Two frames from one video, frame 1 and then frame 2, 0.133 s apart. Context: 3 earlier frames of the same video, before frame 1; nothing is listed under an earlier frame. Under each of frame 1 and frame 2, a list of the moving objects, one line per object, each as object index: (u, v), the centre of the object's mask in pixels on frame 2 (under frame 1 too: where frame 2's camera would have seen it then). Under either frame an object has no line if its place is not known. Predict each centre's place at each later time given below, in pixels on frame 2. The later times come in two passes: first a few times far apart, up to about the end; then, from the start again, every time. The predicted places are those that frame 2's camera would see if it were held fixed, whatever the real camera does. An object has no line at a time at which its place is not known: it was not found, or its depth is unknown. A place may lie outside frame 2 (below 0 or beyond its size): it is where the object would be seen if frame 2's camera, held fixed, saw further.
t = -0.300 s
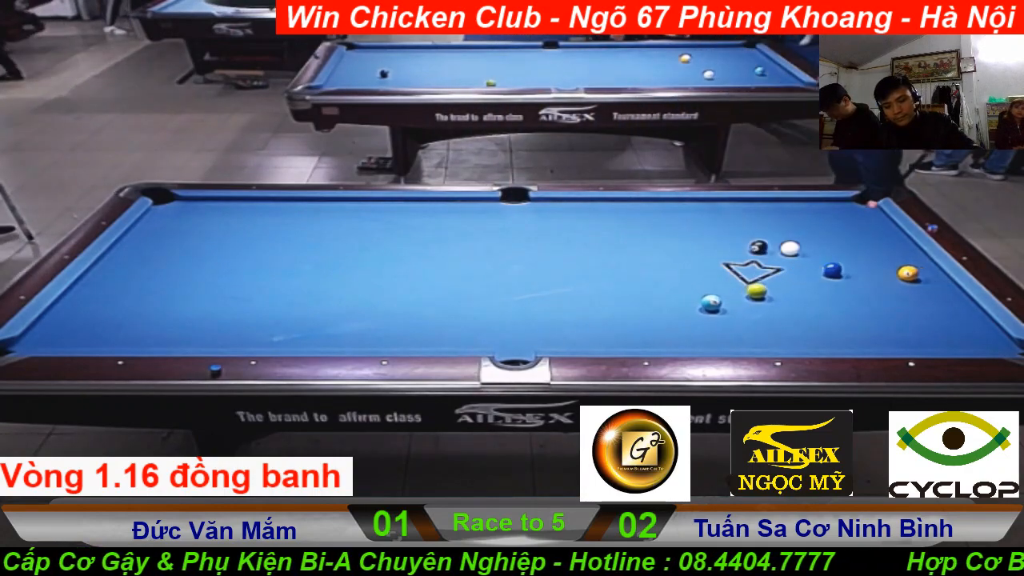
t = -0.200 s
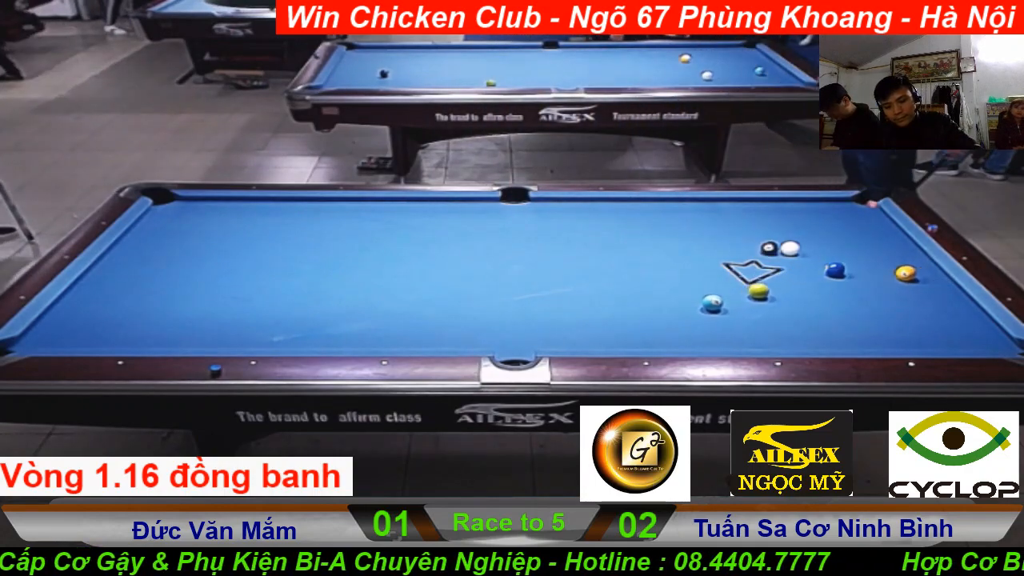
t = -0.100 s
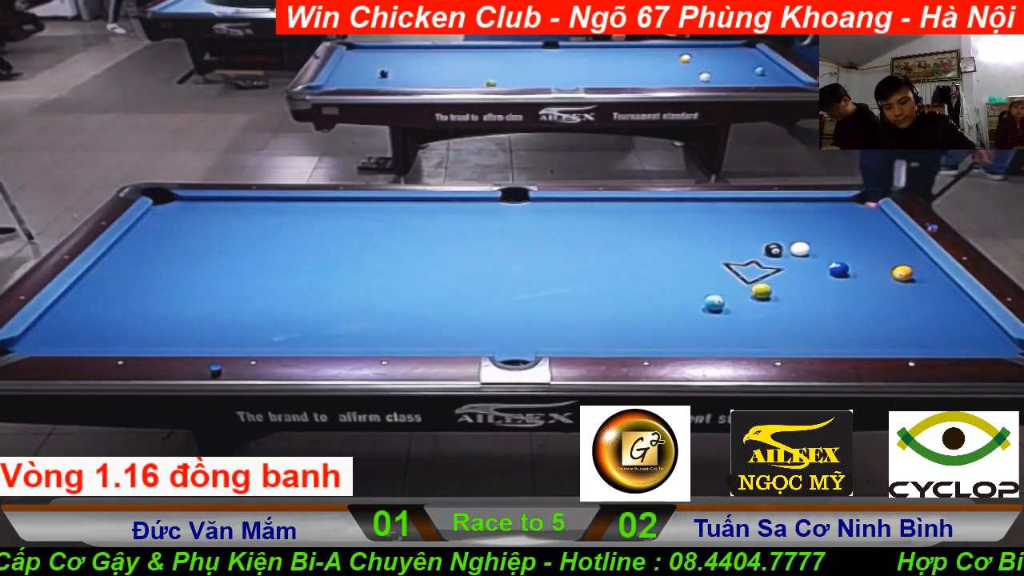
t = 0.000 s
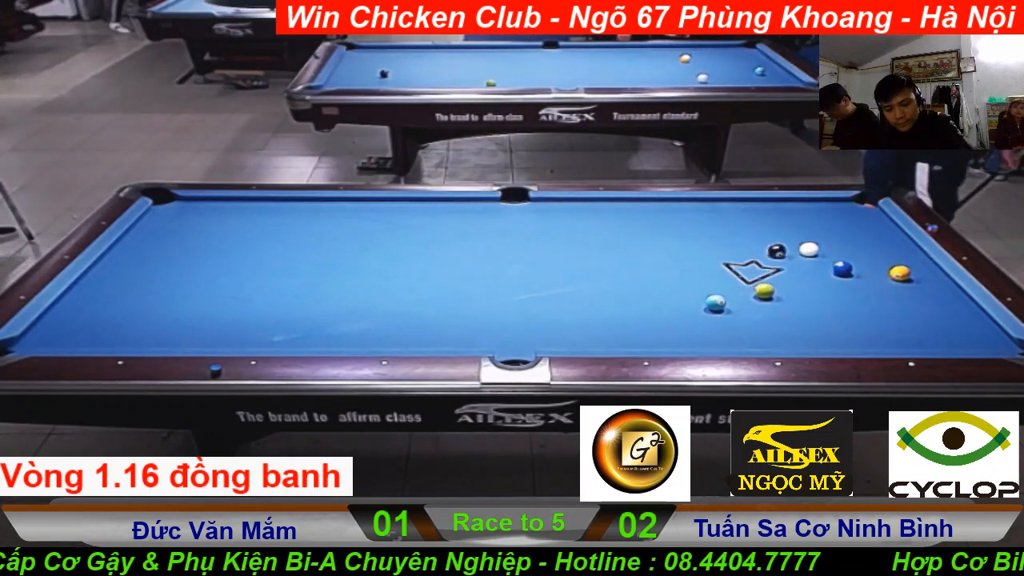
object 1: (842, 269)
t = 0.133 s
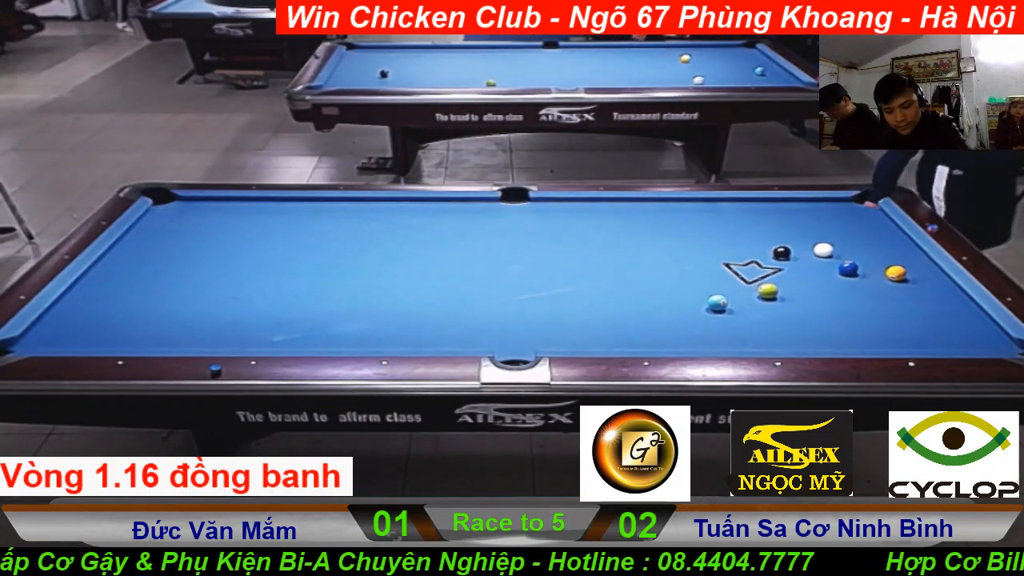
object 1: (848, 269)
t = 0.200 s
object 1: (850, 269)
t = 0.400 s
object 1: (855, 268)
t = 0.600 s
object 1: (861, 269)
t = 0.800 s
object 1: (863, 269)
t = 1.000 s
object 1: (866, 269)
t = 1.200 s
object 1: (867, 269)
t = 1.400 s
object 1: (868, 269)
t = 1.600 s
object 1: (867, 269)
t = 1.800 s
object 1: (867, 269)
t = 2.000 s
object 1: (867, 269)
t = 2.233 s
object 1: (868, 268)
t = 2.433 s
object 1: (868, 269)
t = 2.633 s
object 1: (867, 269)
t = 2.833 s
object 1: (867, 269)
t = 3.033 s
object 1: (868, 269)
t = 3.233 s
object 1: (867, 269)
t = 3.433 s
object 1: (867, 269)
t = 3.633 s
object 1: (867, 269)
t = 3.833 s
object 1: (867, 269)
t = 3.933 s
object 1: (867, 269)
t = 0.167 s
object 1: (849, 269)
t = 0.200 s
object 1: (850, 269)
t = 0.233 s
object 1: (850, 269)
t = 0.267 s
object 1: (851, 269)
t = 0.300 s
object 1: (852, 269)
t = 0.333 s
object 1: (853, 269)
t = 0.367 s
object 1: (854, 268)
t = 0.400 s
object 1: (855, 268)
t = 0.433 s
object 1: (856, 268)
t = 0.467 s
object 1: (857, 268)
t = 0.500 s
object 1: (858, 268)
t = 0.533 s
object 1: (859, 269)
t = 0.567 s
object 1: (860, 269)
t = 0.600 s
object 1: (861, 269)
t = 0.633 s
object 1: (860, 269)
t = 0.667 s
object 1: (861, 269)
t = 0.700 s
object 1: (862, 268)
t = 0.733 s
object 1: (863, 269)
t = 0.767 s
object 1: (863, 269)
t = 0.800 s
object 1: (863, 269)
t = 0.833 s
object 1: (864, 269)
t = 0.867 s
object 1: (865, 269)
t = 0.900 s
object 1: (865, 269)
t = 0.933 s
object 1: (866, 269)
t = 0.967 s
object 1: (866, 269)
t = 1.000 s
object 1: (866, 269)
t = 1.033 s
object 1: (867, 269)
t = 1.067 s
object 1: (867, 269)
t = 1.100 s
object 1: (867, 269)
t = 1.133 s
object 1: (867, 269)
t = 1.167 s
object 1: (867, 269)
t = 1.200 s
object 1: (867, 269)
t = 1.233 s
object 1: (868, 269)
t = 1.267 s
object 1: (868, 269)
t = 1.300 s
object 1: (868, 269)
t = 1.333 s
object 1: (868, 269)
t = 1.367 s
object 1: (868, 269)
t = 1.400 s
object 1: (868, 269)
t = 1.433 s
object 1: (868, 269)
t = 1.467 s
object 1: (868, 269)
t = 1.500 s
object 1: (867, 269)
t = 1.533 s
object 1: (867, 269)
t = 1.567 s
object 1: (867, 269)
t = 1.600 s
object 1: (867, 269)
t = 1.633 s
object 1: (867, 269)
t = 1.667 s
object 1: (867, 269)
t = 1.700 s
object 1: (867, 269)
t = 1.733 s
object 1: (867, 269)
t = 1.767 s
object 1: (867, 269)
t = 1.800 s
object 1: (867, 269)
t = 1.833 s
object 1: (867, 269)
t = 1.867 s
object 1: (867, 269)
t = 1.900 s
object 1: (867, 269)
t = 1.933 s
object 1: (867, 269)
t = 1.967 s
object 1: (867, 269)
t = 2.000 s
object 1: (867, 269)
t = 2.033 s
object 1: (867, 269)
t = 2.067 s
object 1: (867, 269)
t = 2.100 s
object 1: (867, 269)
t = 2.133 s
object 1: (867, 269)
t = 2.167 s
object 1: (867, 271)
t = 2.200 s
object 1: (868, 266)
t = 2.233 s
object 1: (868, 268)
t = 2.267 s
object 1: (868, 269)
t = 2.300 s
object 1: (868, 269)
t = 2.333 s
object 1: (868, 269)
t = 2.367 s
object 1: (868, 269)
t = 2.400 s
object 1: (868, 269)
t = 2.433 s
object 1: (868, 269)
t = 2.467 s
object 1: (868, 269)
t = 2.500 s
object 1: (868, 269)
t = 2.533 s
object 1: (867, 269)
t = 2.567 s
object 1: (868, 269)
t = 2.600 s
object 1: (867, 269)
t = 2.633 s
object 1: (867, 269)
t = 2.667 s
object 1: (868, 269)
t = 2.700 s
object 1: (868, 269)
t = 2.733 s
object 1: (867, 269)
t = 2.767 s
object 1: (867, 269)
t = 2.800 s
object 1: (868, 269)
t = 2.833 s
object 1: (867, 269)
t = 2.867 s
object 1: (867, 269)
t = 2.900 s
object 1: (867, 269)
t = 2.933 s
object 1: (868, 269)
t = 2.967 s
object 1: (867, 269)
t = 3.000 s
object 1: (867, 269)
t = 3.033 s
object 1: (868, 269)
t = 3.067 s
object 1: (867, 269)
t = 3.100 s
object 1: (867, 269)
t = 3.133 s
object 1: (867, 269)
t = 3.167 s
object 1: (868, 269)
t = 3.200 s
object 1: (867, 269)
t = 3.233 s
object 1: (867, 269)
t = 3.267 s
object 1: (867, 269)
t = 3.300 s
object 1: (867, 269)
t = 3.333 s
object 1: (868, 269)
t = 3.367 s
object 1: (868, 269)
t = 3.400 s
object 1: (868, 269)
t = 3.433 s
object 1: (867, 269)
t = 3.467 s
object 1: (867, 269)
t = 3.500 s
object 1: (867, 269)
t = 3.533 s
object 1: (867, 269)
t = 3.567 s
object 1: (868, 269)
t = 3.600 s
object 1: (867, 269)
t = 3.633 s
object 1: (867, 269)
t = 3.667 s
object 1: (867, 269)
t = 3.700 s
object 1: (868, 269)
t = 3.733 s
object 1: (868, 269)
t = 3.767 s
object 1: (867, 269)
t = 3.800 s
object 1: (868, 269)
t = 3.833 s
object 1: (867, 269)
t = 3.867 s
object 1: (867, 269)
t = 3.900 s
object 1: (867, 269)
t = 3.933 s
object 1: (867, 269)
